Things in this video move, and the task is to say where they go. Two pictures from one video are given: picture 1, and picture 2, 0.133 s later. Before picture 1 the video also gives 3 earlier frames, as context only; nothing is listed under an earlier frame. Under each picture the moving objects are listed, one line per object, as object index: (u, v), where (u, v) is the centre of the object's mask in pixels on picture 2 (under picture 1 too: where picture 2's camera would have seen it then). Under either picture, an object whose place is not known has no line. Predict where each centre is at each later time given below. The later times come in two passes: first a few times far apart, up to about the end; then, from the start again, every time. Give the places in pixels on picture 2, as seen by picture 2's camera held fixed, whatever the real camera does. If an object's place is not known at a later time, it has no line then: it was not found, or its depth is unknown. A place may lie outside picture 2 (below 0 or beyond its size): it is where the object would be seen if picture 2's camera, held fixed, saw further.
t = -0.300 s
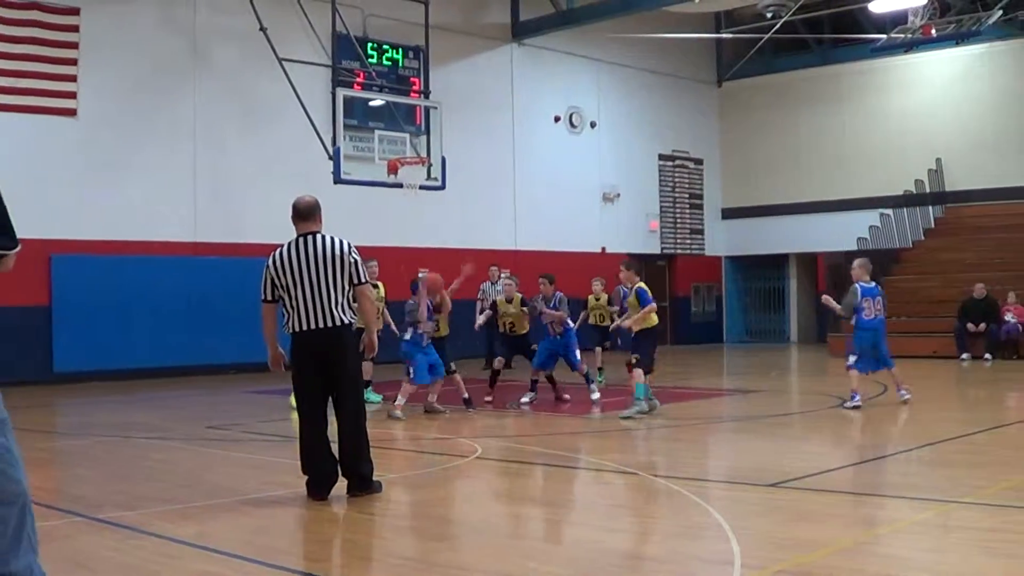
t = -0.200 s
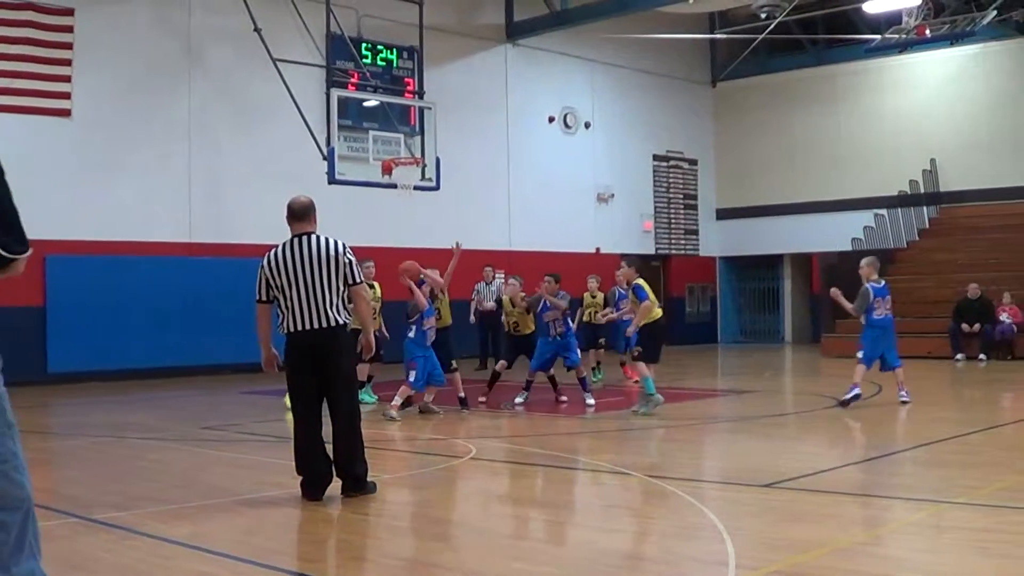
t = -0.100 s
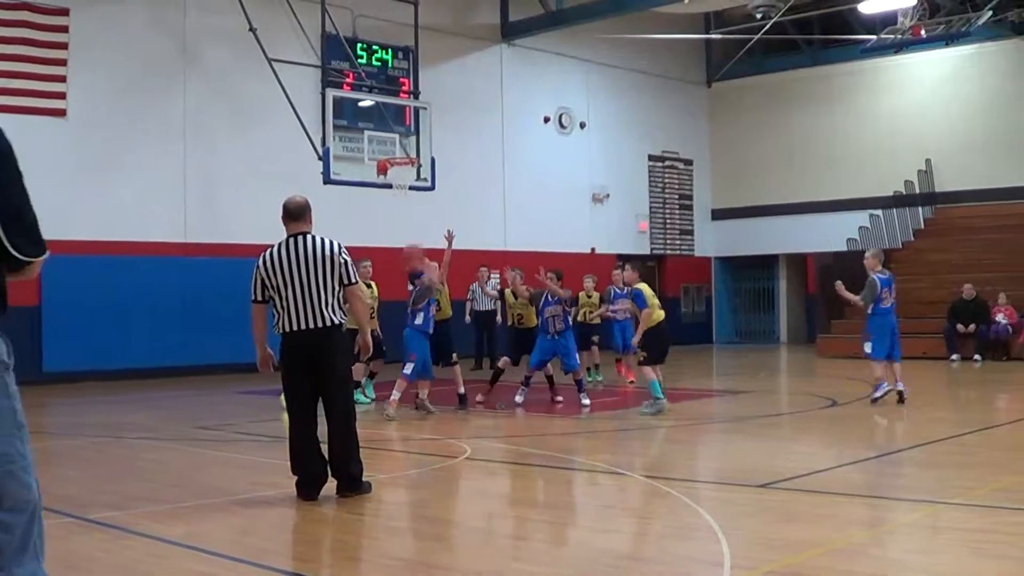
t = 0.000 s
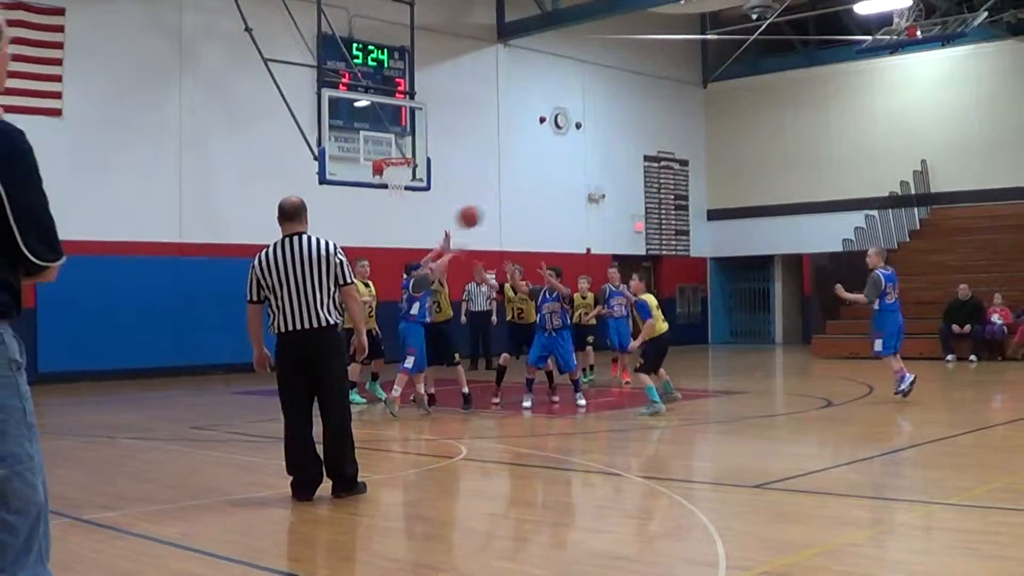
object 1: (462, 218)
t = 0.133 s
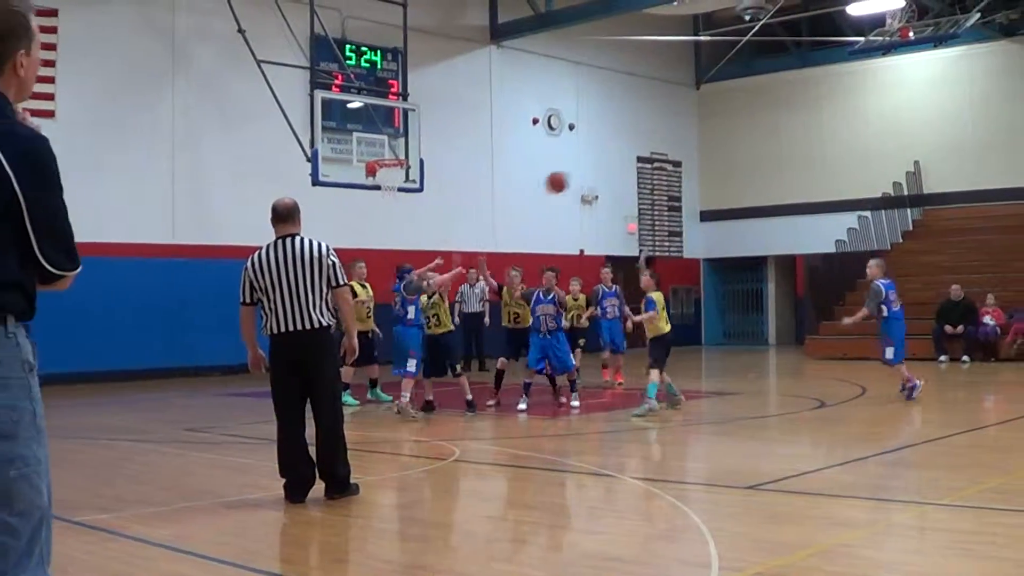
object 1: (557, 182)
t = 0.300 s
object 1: (666, 164)
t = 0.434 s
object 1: (745, 169)
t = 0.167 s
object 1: (579, 176)
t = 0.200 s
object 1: (601, 172)
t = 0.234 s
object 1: (623, 168)
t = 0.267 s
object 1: (645, 165)
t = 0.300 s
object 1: (666, 164)
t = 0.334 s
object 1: (685, 163)
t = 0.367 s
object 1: (705, 163)
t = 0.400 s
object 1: (725, 165)
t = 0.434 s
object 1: (745, 169)
